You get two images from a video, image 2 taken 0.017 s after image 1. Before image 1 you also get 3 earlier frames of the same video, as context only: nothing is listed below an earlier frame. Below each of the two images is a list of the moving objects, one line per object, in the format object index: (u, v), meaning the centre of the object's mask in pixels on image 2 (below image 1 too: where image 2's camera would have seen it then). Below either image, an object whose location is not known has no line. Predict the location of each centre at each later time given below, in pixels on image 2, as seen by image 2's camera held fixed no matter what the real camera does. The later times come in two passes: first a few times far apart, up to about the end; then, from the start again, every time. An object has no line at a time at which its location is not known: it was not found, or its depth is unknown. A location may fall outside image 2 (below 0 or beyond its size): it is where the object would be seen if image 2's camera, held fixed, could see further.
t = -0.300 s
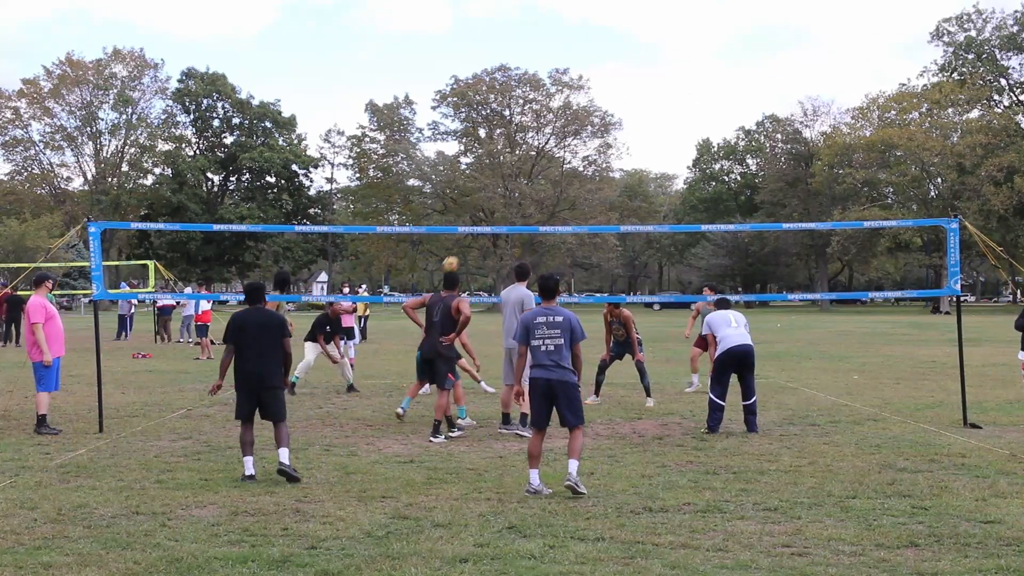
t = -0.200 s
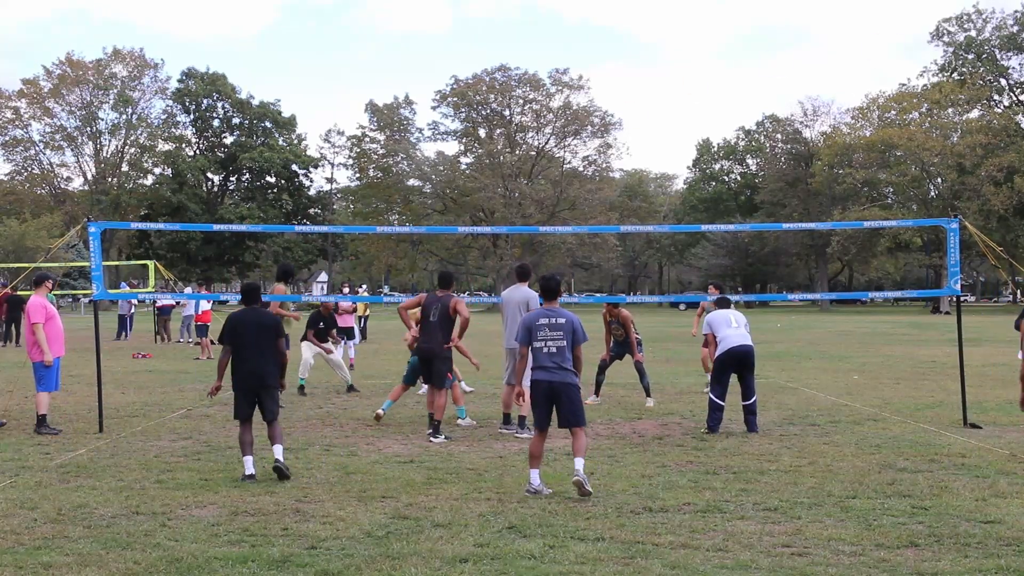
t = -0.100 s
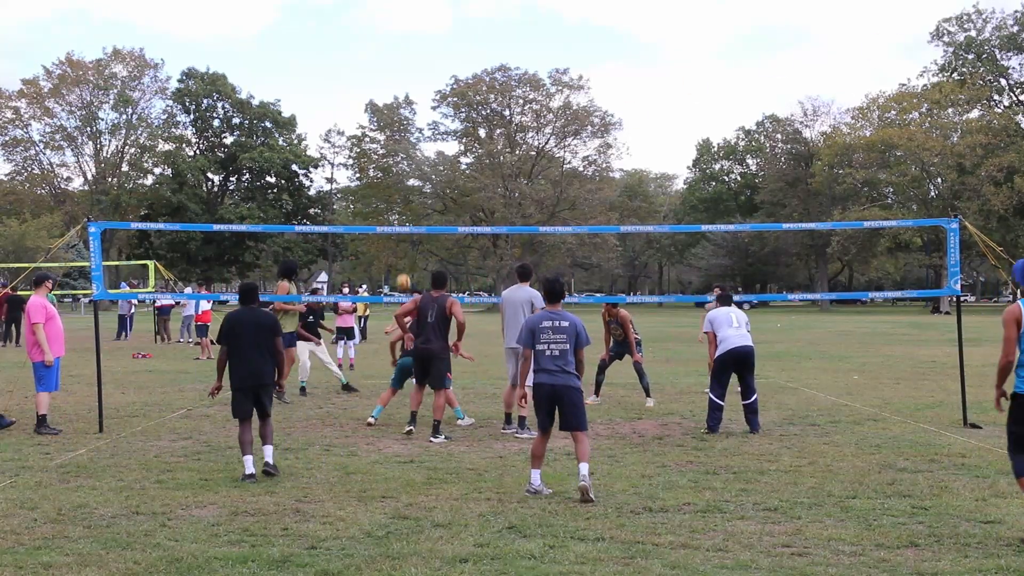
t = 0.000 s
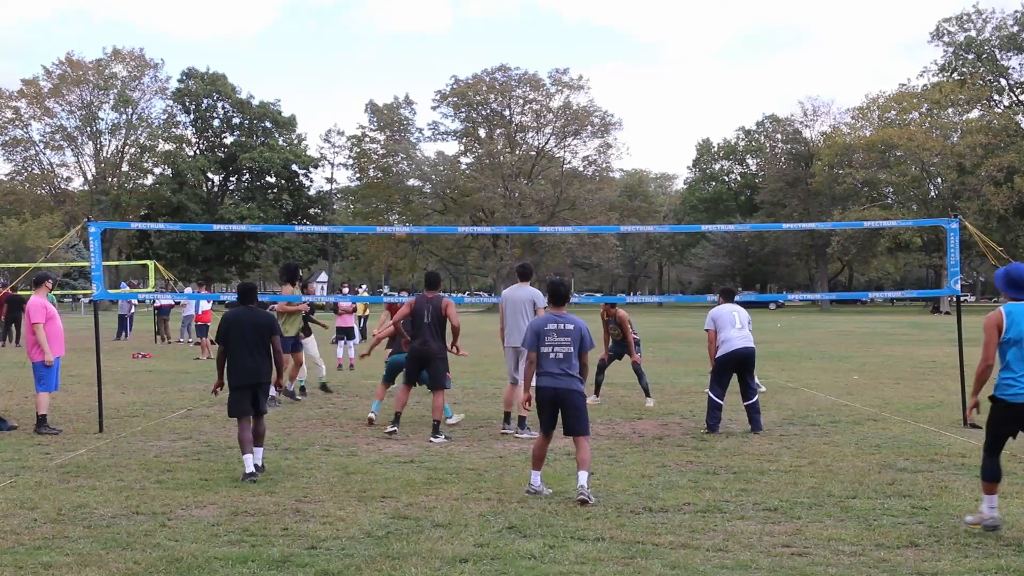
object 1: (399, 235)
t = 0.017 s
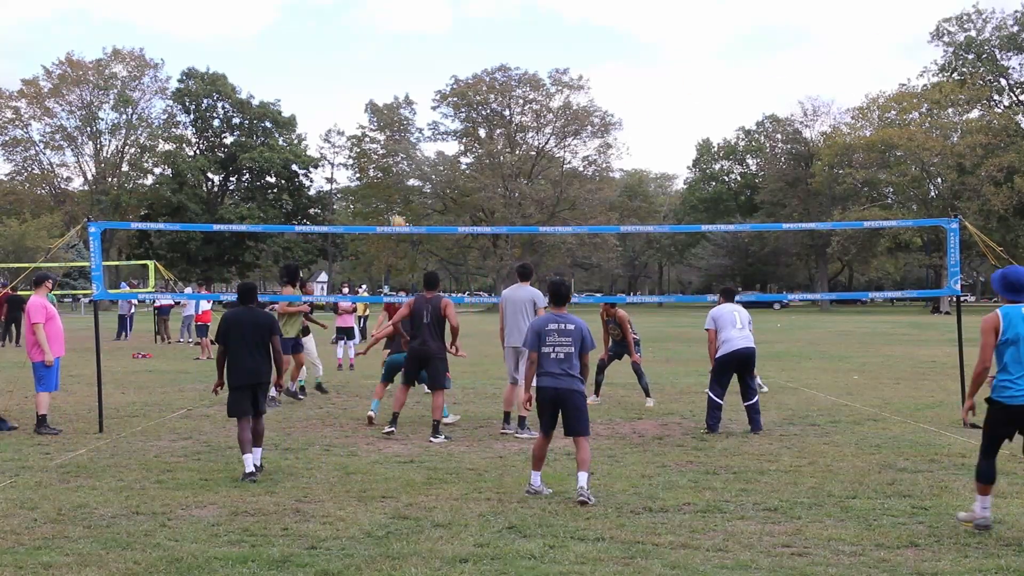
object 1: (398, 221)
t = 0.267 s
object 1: (386, 126)
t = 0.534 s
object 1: (375, 64)
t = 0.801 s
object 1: (363, 48)
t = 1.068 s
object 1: (350, 83)
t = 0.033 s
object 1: (398, 216)
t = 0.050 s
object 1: (397, 208)
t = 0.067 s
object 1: (396, 200)
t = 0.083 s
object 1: (395, 194)
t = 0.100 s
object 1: (394, 186)
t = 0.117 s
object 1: (393, 179)
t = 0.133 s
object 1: (392, 174)
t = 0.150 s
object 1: (392, 167)
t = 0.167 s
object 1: (391, 161)
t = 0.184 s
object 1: (390, 154)
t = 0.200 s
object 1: (390, 148)
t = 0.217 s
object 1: (390, 143)
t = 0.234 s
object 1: (389, 137)
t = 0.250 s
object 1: (388, 132)
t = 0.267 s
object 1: (386, 126)
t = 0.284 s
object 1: (386, 121)
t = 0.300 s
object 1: (386, 115)
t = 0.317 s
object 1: (386, 112)
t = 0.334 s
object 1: (384, 106)
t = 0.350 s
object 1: (384, 102)
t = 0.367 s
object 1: (383, 98)
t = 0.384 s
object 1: (382, 94)
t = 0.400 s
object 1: (381, 90)
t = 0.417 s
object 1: (381, 86)
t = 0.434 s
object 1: (380, 82)
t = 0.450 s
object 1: (379, 78)
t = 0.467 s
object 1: (378, 75)
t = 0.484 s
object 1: (378, 72)
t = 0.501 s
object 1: (377, 69)
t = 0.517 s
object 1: (376, 66)
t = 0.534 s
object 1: (375, 64)
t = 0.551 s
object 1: (375, 61)
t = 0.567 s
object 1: (374, 59)
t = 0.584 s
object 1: (373, 57)
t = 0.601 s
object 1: (373, 55)
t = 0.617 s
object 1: (372, 53)
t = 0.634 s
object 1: (371, 52)
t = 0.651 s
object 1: (370, 51)
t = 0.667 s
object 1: (369, 49)
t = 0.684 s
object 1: (369, 49)
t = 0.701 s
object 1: (368, 48)
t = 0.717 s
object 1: (367, 47)
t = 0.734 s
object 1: (366, 47)
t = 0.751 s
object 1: (366, 47)
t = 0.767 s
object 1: (365, 47)
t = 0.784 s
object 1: (364, 47)
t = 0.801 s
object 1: (363, 48)
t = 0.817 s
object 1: (362, 49)
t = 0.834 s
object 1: (362, 49)
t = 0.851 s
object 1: (361, 51)
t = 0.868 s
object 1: (360, 52)
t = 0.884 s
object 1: (359, 53)
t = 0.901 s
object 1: (358, 55)
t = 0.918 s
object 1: (357, 57)
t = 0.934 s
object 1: (356, 59)
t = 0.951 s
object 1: (356, 61)
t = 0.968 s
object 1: (355, 63)
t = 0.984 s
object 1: (354, 66)
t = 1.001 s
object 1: (353, 69)
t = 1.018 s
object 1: (352, 72)
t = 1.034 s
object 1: (351, 76)
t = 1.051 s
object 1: (350, 79)
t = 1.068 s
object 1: (350, 83)
